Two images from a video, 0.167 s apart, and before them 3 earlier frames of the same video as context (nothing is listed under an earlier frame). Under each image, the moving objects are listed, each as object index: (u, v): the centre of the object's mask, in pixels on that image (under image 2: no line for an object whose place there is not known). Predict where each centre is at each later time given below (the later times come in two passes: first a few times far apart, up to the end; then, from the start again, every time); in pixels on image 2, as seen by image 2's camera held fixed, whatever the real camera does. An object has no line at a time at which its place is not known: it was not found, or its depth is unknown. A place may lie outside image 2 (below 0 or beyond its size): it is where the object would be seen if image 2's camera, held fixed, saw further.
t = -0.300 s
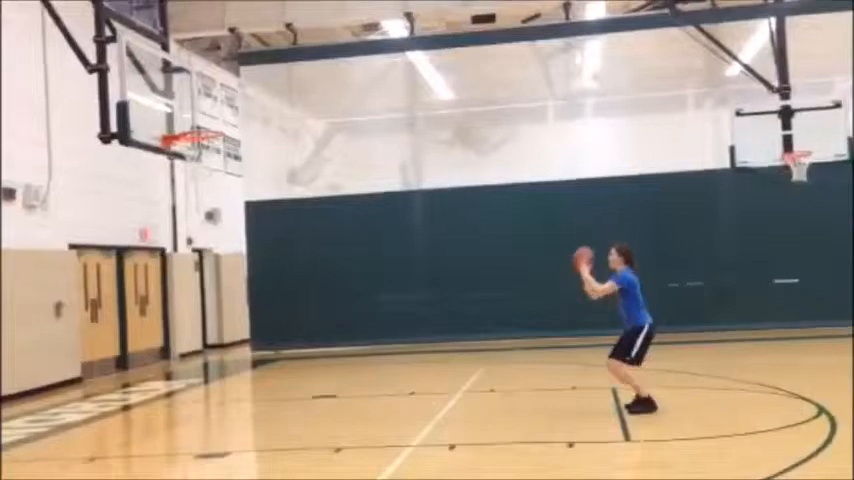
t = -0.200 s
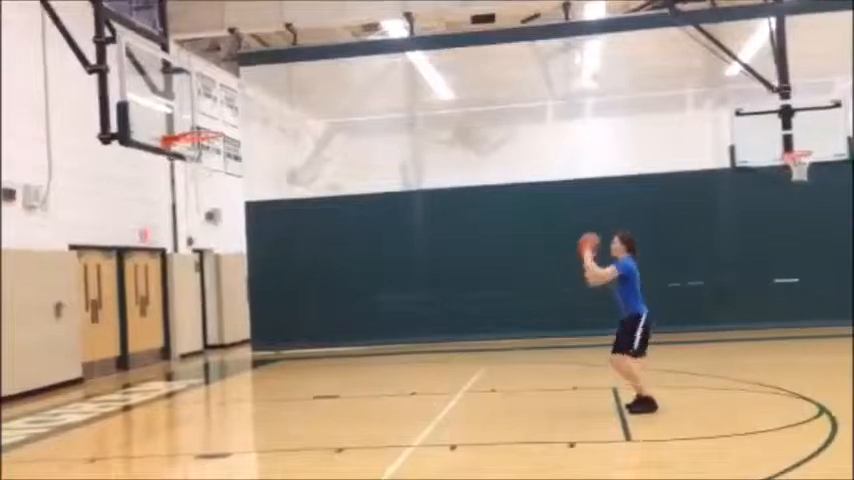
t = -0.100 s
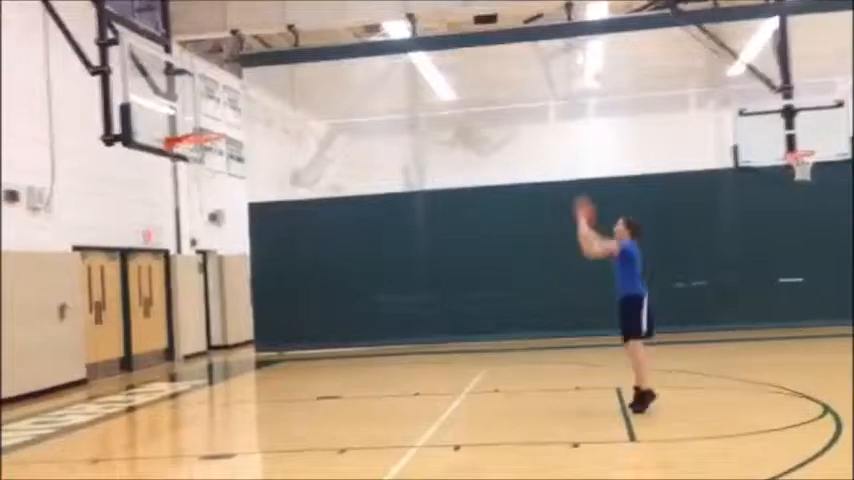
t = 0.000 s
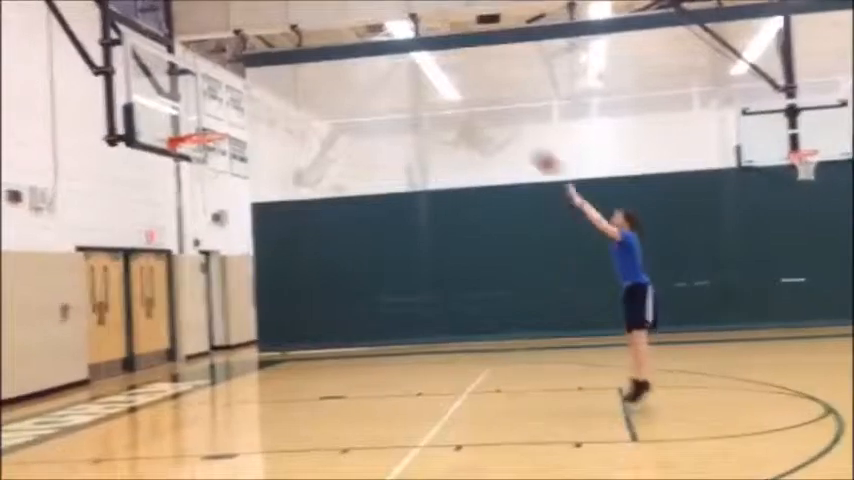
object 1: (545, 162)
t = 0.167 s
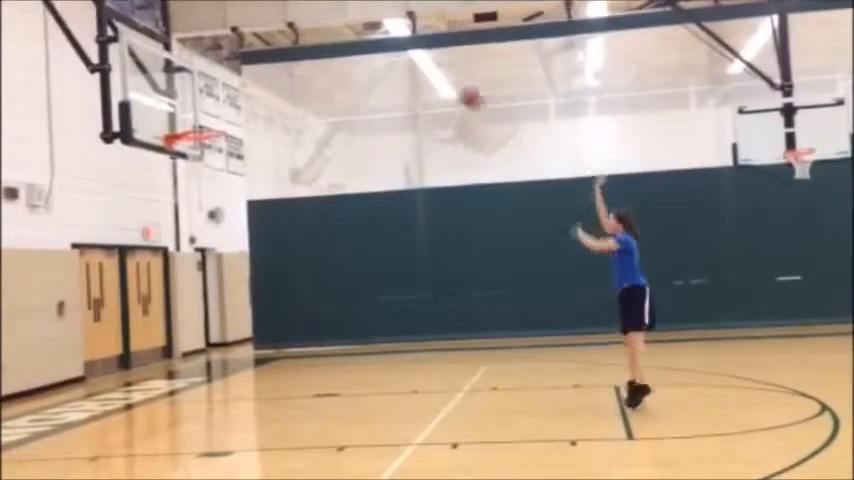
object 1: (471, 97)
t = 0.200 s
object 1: (459, 89)
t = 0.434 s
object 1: (363, 52)
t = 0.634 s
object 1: (288, 61)
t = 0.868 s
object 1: (204, 119)
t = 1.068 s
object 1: (201, 150)
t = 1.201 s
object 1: (192, 161)
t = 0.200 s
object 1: (459, 89)
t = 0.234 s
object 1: (445, 80)
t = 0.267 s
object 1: (426, 74)
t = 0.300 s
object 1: (414, 68)
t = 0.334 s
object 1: (402, 63)
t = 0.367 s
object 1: (389, 58)
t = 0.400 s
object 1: (377, 55)
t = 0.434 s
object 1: (363, 52)
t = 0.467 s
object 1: (349, 52)
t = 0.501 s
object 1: (337, 52)
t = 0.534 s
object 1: (325, 53)
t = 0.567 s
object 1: (313, 55)
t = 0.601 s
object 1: (299, 58)
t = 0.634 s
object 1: (288, 61)
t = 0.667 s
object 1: (276, 67)
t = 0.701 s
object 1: (264, 75)
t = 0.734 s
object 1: (251, 82)
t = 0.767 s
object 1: (239, 89)
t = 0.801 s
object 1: (227, 98)
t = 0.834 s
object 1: (215, 109)
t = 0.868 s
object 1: (204, 119)
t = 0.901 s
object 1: (194, 131)
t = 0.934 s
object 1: (199, 134)
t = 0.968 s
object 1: (209, 136)
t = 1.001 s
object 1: (209, 138)
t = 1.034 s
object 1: (205, 145)
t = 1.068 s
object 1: (201, 150)
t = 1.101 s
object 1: (198, 153)
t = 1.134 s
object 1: (195, 157)
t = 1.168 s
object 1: (194, 157)
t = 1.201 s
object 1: (192, 161)
